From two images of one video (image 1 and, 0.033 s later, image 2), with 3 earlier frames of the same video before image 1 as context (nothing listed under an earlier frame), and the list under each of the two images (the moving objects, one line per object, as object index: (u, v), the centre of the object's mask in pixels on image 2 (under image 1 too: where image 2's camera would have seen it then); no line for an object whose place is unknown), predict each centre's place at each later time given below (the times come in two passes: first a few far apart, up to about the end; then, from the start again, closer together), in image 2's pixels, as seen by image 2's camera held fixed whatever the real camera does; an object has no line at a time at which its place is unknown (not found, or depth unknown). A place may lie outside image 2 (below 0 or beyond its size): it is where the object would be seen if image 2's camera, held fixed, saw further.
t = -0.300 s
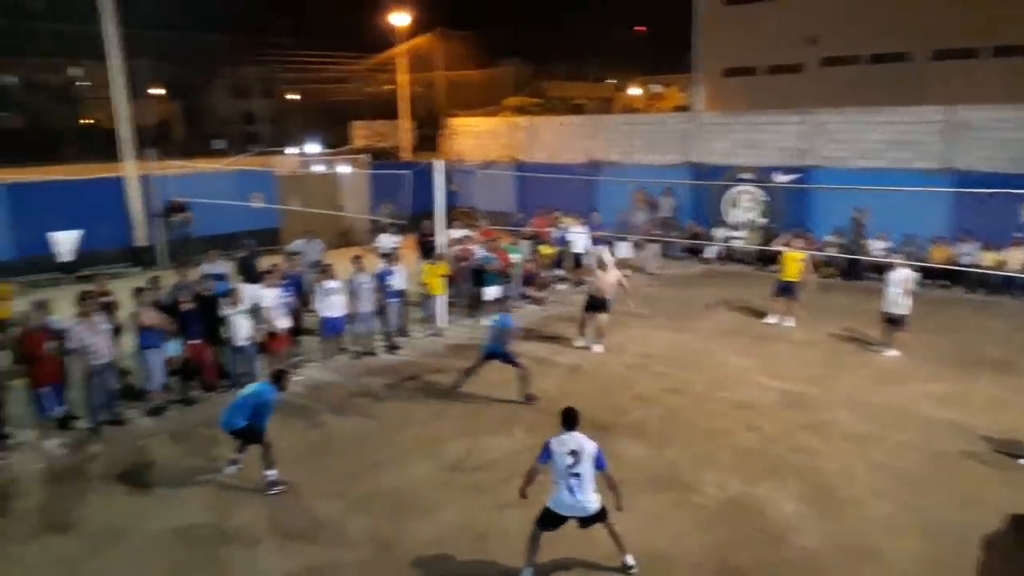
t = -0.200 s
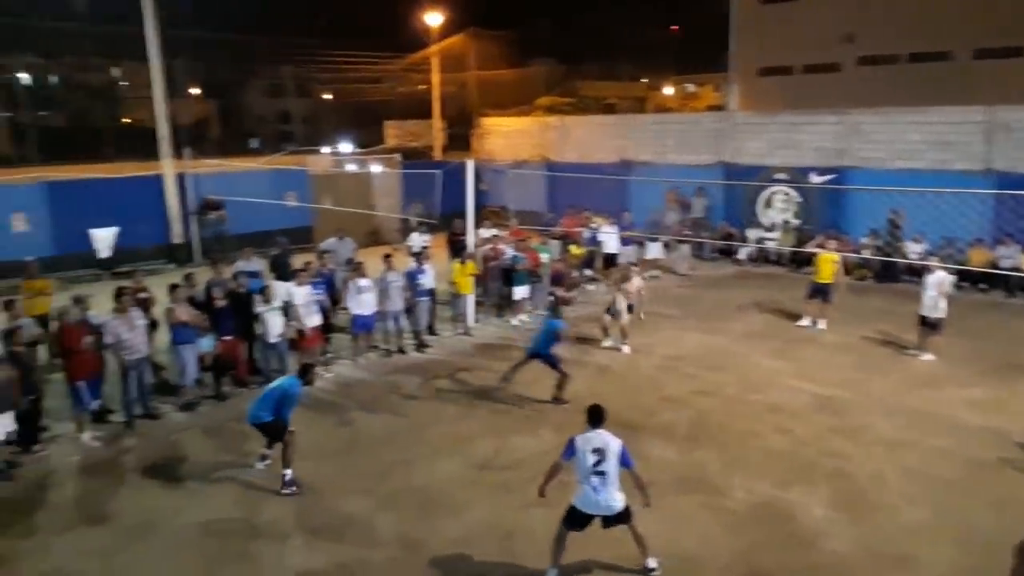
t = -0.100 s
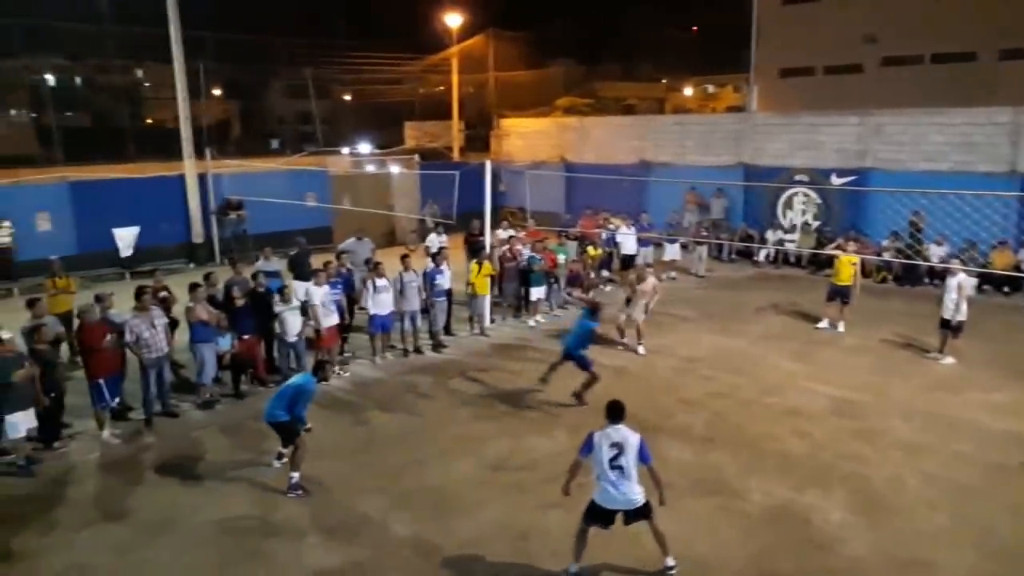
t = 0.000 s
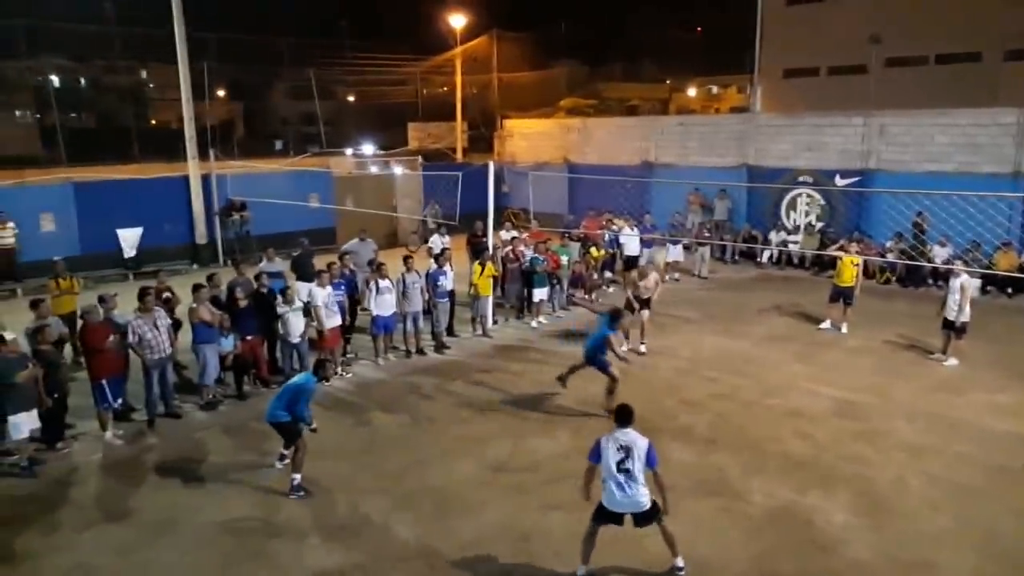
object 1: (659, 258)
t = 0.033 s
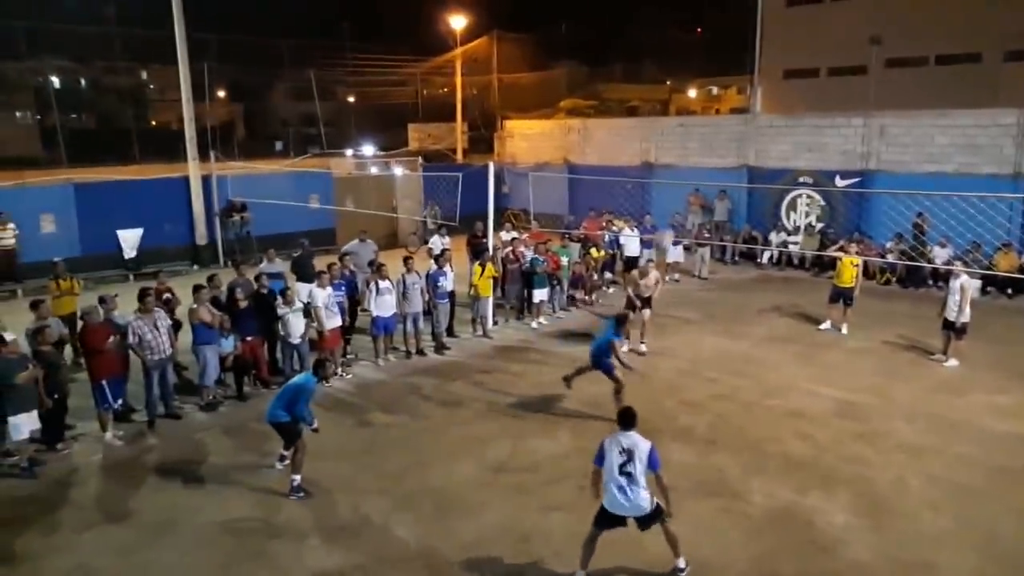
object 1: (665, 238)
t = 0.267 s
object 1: (713, 135)
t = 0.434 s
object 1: (753, 77)
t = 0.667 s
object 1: (812, 40)
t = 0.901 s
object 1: (875, 58)
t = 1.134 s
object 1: (938, 146)
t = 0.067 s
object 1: (673, 223)
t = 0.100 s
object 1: (680, 207)
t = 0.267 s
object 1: (713, 135)
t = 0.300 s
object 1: (719, 122)
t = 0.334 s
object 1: (728, 111)
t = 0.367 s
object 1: (738, 98)
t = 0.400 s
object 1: (744, 88)
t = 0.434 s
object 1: (753, 77)
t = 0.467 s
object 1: (760, 69)
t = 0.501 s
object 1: (769, 61)
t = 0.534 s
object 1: (779, 54)
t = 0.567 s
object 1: (787, 49)
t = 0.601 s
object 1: (795, 45)
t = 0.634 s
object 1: (804, 41)
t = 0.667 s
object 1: (812, 40)
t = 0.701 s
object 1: (821, 38)
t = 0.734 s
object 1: (829, 39)
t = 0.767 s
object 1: (839, 40)
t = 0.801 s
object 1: (848, 43)
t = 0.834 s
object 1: (857, 47)
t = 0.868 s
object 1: (866, 52)
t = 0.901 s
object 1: (875, 58)
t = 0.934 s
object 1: (884, 66)
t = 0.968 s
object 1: (894, 77)
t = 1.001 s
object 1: (904, 88)
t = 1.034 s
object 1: (912, 99)
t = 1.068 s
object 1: (920, 113)
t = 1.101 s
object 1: (929, 129)
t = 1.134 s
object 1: (938, 146)
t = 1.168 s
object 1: (948, 163)
